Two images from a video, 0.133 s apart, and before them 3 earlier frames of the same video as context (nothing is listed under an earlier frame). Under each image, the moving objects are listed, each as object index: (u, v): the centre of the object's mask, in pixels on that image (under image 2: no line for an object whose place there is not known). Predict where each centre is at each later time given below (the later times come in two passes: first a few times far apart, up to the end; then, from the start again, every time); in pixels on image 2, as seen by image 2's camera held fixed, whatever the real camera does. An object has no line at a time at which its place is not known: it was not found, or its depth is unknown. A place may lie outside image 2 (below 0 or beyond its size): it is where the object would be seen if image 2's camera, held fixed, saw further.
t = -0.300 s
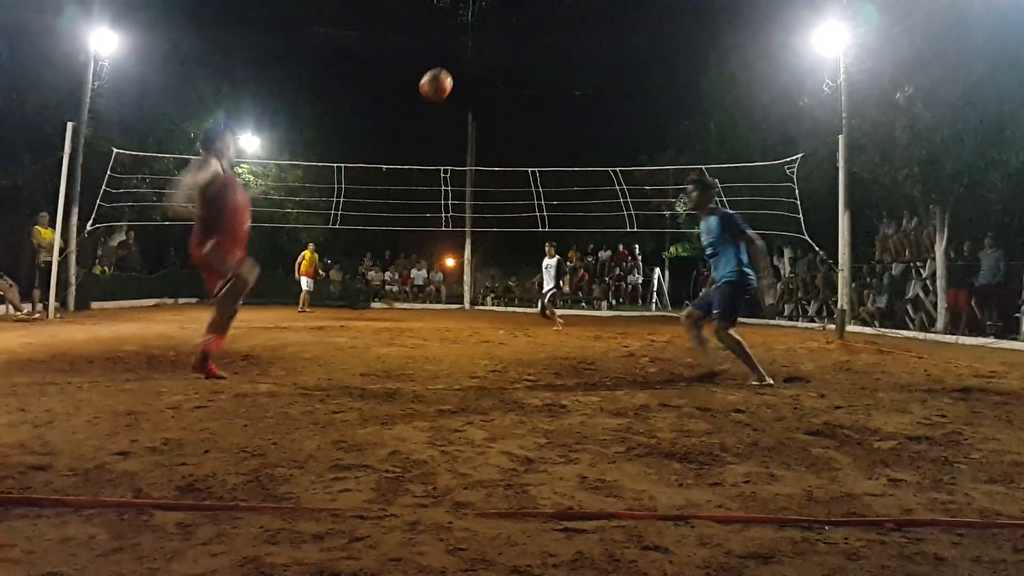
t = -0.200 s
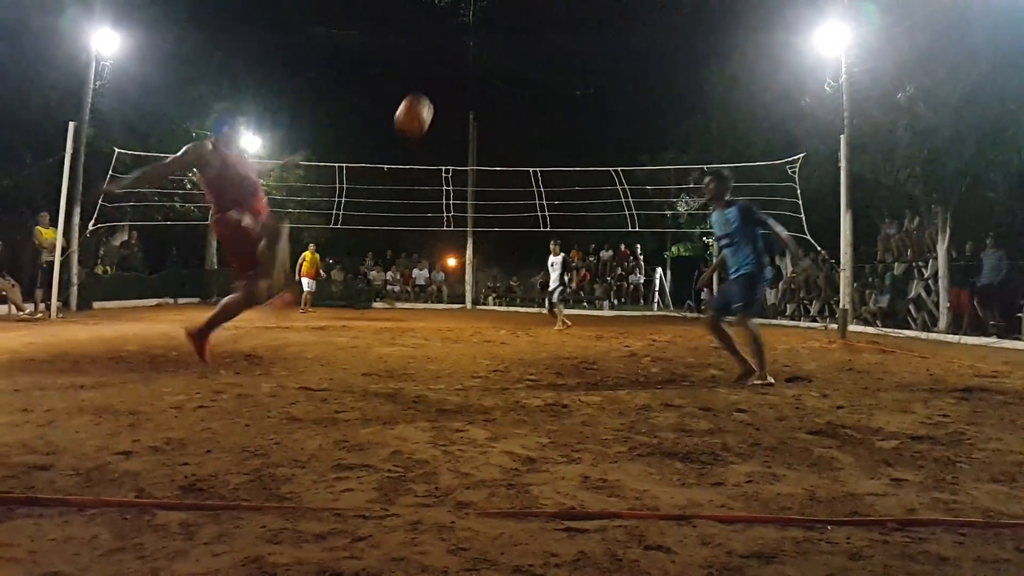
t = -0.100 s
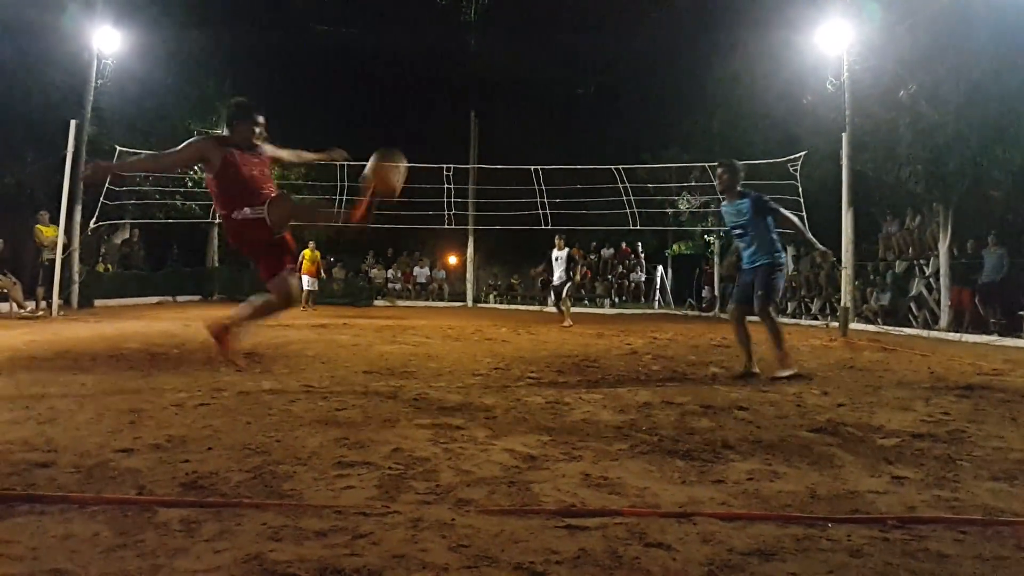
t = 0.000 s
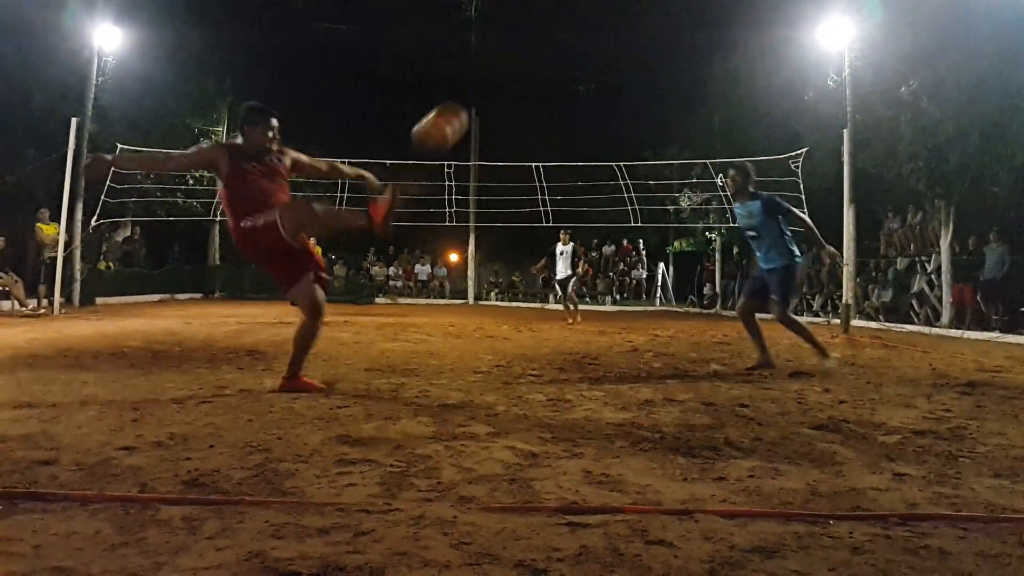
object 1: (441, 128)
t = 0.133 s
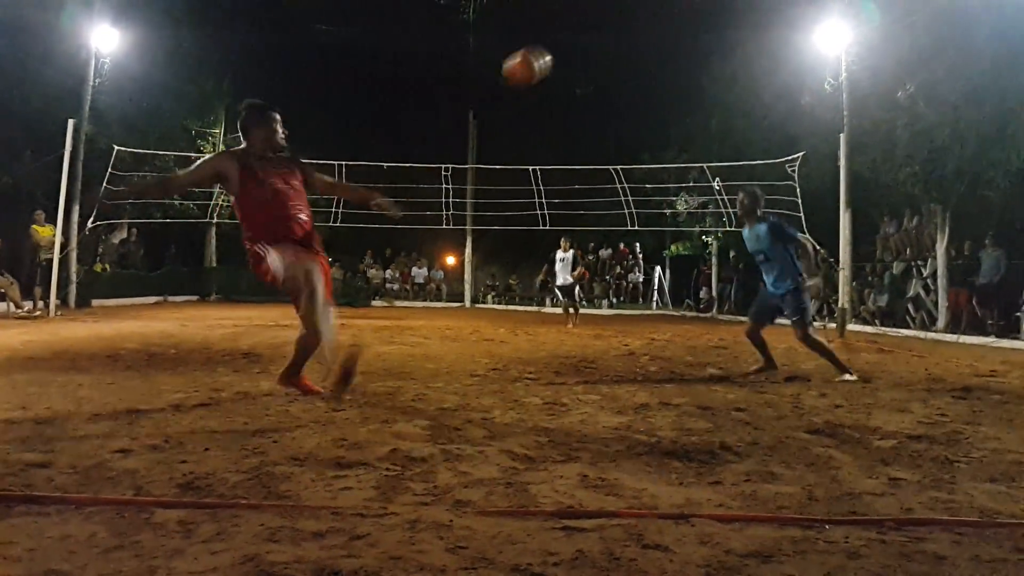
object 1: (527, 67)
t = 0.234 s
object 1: (585, 42)
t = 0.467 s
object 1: (697, 46)
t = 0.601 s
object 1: (741, 82)
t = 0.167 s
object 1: (547, 56)
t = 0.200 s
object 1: (567, 48)
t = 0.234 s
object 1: (585, 42)
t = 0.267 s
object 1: (604, 37)
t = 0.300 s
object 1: (621, 35)
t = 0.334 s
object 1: (637, 36)
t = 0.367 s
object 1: (653, 36)
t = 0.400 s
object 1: (668, 39)
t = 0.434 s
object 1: (684, 41)
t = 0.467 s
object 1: (697, 46)
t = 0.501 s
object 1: (710, 54)
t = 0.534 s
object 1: (722, 62)
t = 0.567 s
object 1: (732, 71)
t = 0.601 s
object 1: (741, 82)
